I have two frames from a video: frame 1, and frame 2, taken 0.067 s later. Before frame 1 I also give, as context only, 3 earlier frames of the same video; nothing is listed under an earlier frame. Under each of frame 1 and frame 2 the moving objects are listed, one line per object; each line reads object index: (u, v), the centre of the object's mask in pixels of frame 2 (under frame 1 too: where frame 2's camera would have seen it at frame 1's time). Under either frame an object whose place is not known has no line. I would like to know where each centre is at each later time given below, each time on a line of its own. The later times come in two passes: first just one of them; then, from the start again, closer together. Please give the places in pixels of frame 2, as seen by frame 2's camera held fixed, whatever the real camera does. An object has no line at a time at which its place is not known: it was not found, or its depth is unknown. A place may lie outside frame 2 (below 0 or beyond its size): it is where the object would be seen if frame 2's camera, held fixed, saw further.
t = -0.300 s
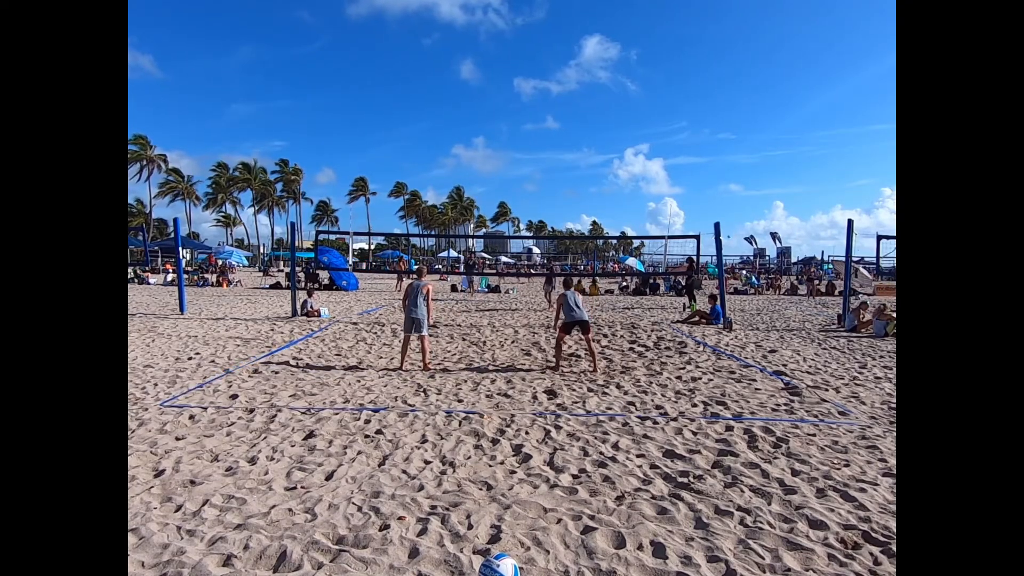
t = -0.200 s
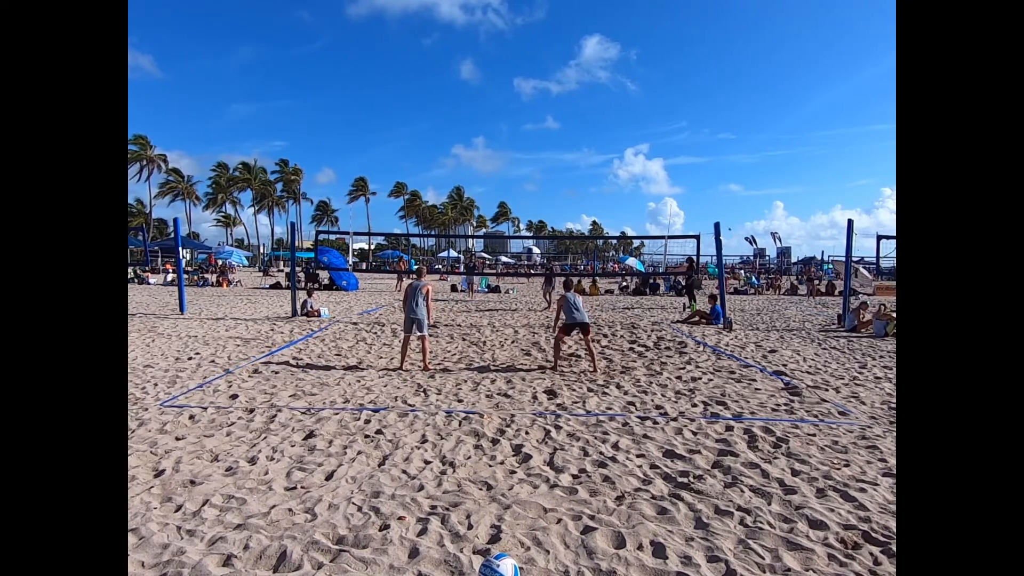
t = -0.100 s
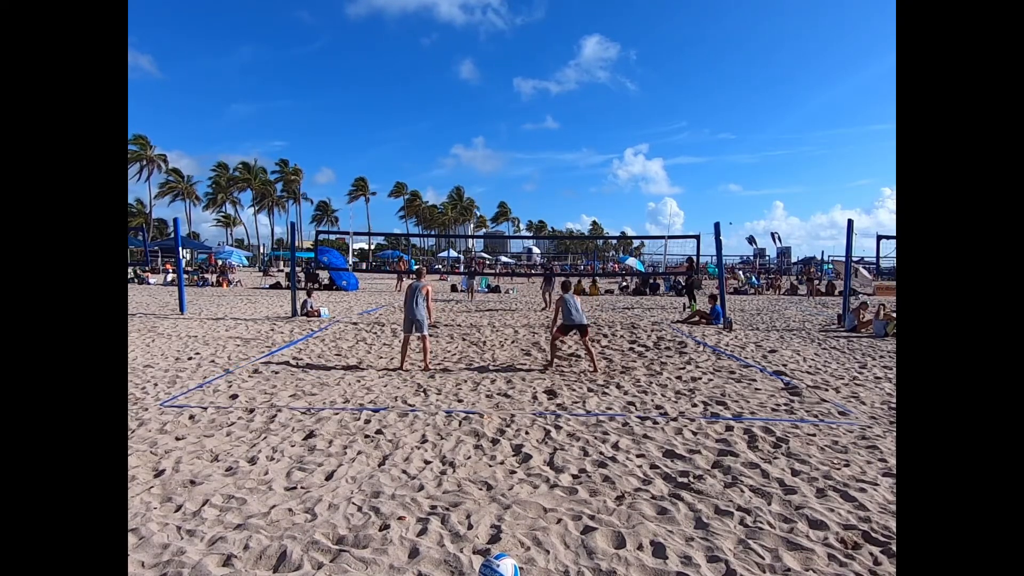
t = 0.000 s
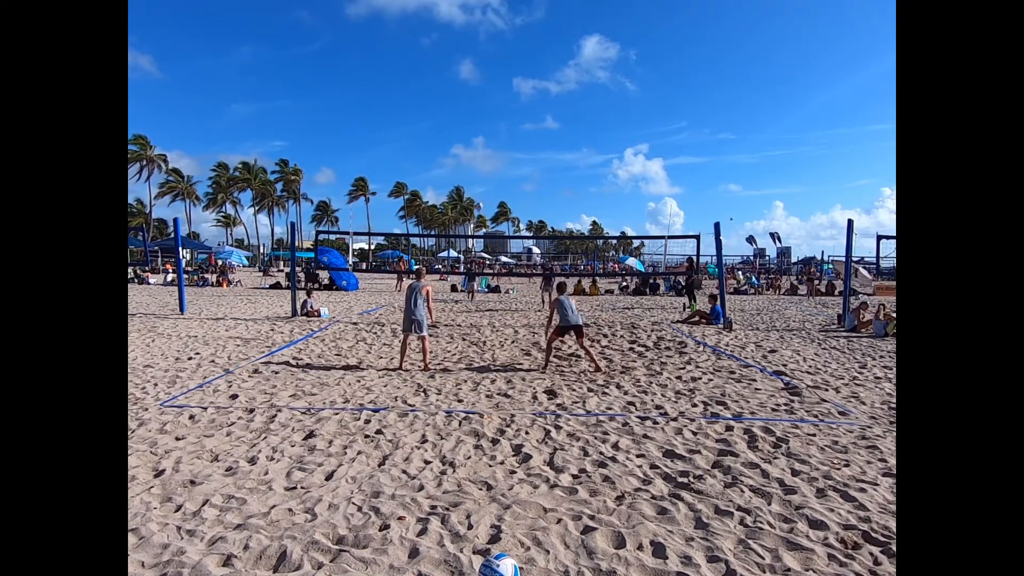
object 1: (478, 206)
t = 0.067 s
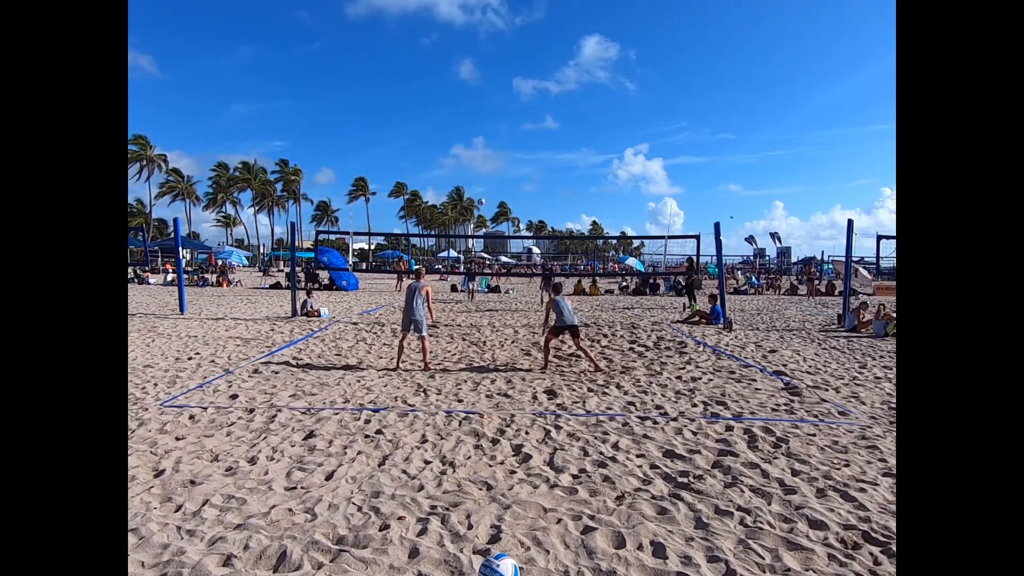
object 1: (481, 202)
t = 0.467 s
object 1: (499, 212)
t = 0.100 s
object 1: (482, 200)
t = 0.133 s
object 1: (483, 199)
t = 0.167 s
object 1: (484, 198)
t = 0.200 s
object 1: (485, 197)
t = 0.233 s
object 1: (487, 197)
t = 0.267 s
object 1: (488, 198)
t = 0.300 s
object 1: (490, 198)
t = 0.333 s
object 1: (491, 200)
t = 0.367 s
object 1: (493, 202)
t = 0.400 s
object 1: (495, 205)
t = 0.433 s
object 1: (497, 208)
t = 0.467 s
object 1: (499, 212)
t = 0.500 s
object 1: (500, 217)
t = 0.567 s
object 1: (504, 229)
